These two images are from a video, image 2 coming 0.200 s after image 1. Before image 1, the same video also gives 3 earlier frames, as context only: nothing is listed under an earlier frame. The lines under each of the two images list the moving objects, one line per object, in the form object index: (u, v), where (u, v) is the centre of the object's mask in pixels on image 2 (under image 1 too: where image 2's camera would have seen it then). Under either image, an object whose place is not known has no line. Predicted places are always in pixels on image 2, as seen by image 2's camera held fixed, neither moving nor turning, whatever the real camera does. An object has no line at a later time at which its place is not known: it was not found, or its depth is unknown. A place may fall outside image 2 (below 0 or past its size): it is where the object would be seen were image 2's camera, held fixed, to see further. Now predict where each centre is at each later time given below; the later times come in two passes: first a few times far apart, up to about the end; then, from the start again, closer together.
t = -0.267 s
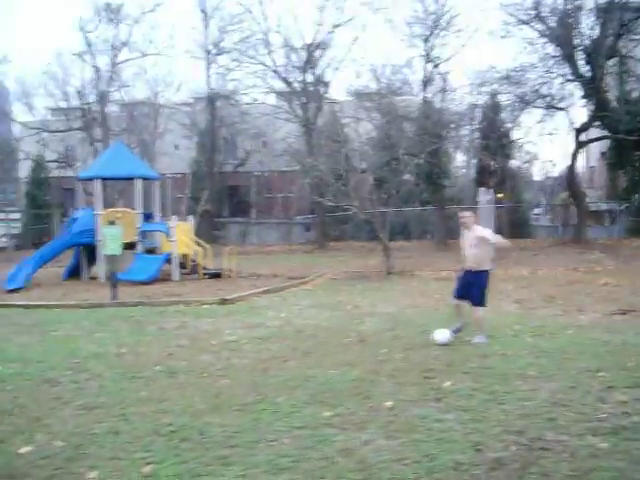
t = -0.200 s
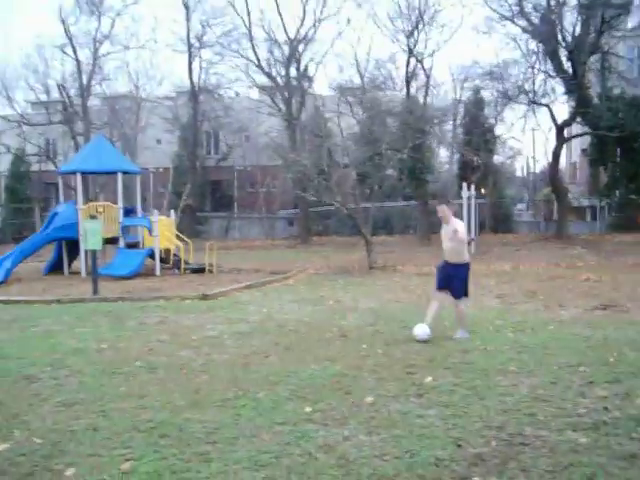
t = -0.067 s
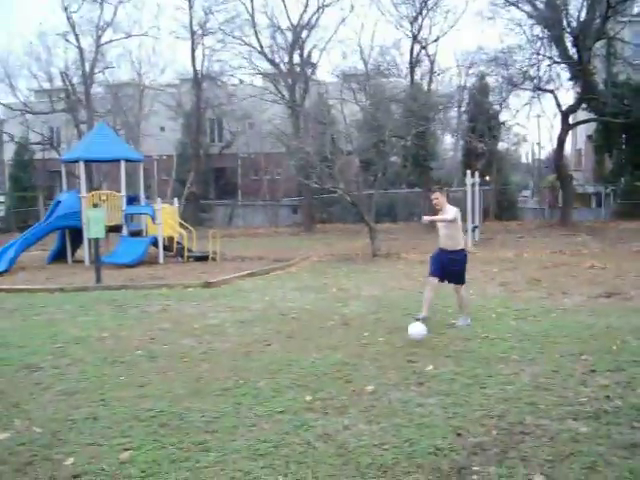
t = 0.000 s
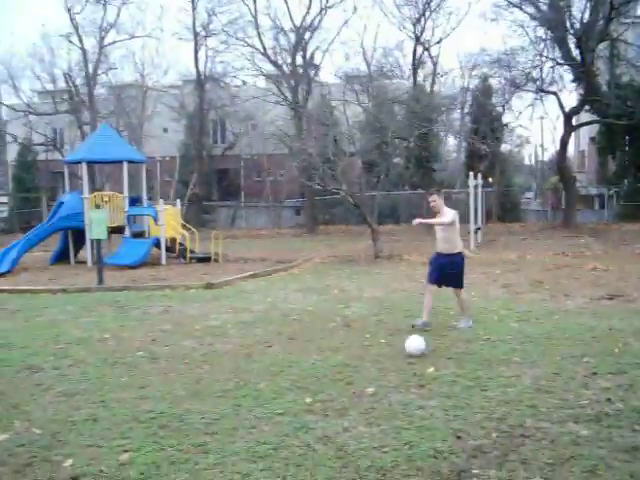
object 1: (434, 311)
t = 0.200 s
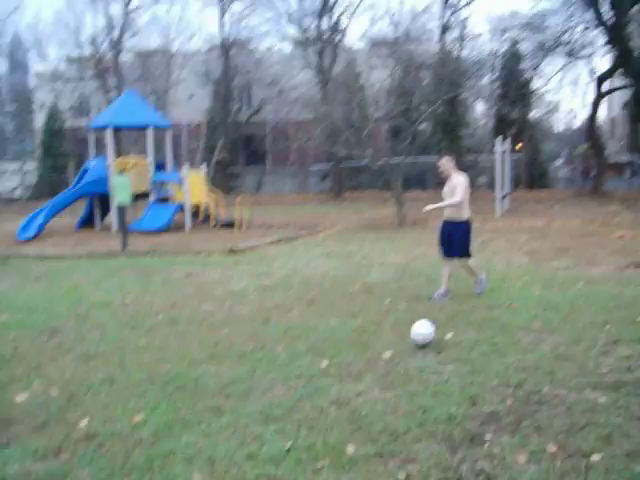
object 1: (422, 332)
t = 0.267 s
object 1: (416, 338)
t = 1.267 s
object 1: (240, 530)
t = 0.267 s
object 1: (416, 338)
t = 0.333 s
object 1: (411, 351)
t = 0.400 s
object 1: (406, 354)
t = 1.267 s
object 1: (240, 530)
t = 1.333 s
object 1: (215, 555)
